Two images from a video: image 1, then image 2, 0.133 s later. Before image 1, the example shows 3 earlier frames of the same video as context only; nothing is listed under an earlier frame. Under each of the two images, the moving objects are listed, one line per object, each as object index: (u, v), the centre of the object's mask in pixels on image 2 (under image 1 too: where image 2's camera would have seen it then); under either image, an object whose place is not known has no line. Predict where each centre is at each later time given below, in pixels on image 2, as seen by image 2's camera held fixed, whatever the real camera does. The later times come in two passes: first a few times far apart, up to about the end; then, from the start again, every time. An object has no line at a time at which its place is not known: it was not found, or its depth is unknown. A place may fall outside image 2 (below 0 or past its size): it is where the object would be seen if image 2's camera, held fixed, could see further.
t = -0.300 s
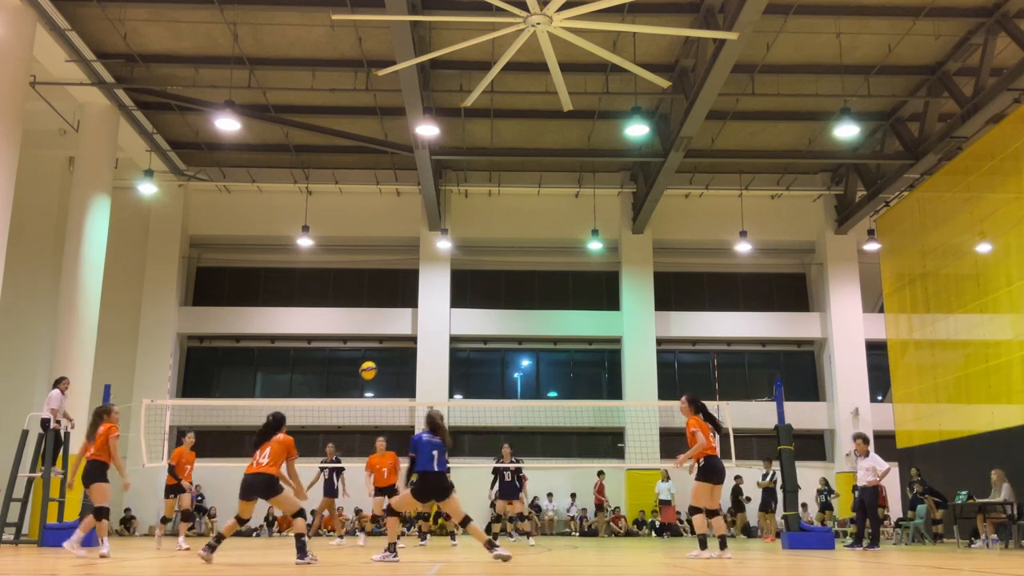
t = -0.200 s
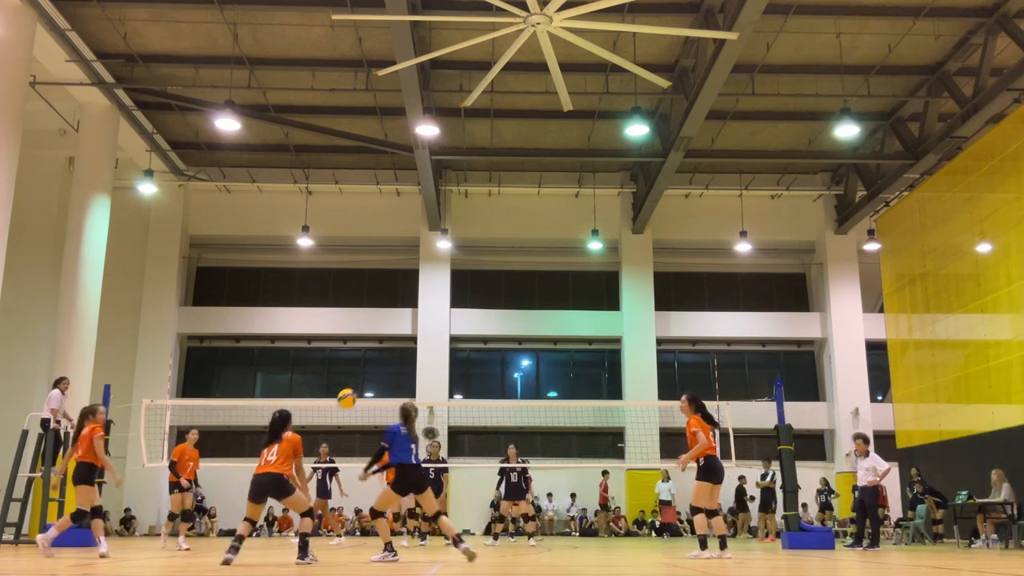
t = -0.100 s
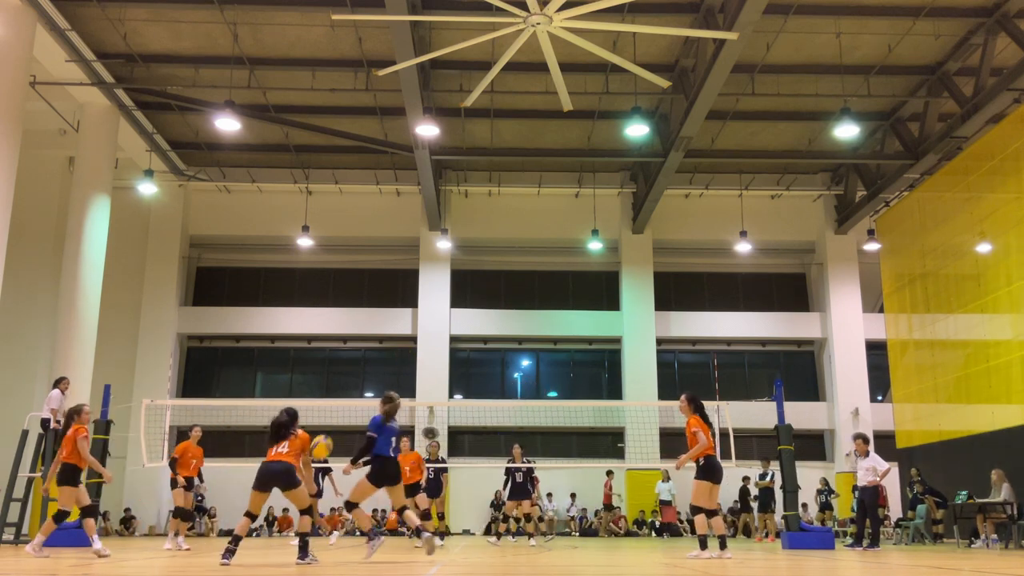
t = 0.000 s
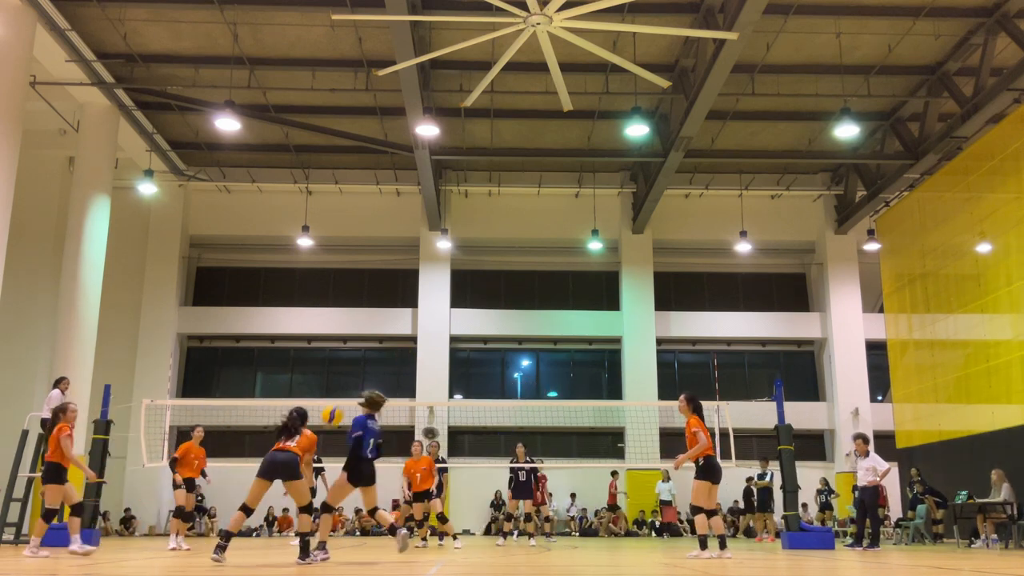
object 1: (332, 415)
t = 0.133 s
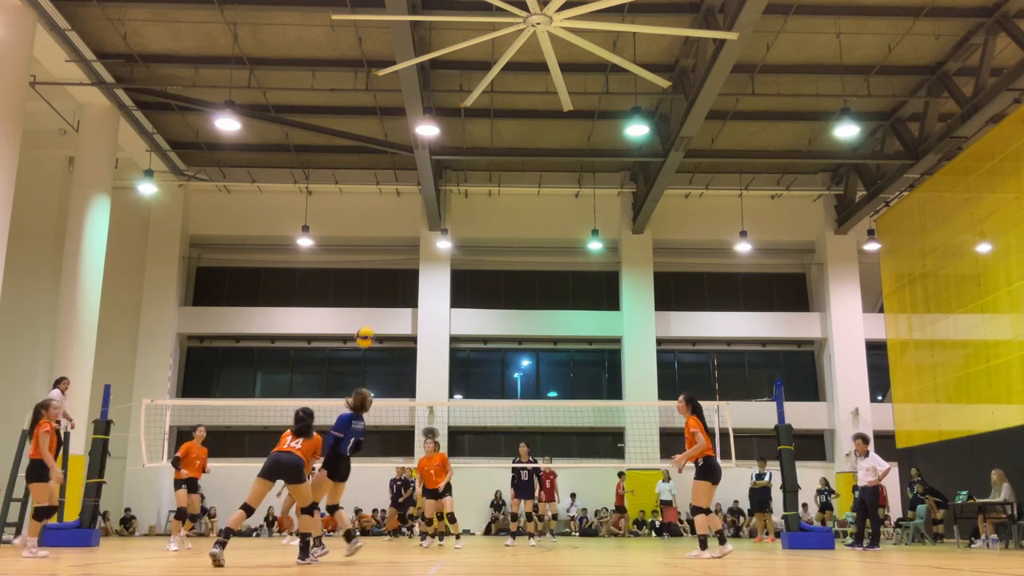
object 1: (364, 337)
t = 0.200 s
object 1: (379, 306)
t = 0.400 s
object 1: (414, 250)
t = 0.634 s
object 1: (447, 229)
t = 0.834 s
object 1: (469, 241)
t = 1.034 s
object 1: (488, 277)
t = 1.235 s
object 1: (505, 334)
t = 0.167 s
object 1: (372, 321)
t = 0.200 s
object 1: (379, 306)
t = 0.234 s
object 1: (386, 294)
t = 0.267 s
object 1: (392, 283)
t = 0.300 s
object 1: (398, 273)
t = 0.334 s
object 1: (403, 264)
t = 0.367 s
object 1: (409, 256)
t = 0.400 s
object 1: (414, 250)
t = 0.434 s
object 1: (419, 244)
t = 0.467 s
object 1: (424, 239)
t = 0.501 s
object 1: (430, 235)
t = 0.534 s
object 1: (434, 233)
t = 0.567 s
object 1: (439, 230)
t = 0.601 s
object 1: (443, 229)
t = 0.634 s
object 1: (447, 229)
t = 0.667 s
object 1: (450, 229)
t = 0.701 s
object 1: (455, 230)
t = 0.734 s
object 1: (458, 232)
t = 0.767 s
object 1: (462, 234)
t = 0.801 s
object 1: (466, 238)
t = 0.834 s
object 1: (469, 241)
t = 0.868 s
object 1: (472, 246)
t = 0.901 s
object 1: (476, 251)
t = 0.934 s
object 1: (479, 257)
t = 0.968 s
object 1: (482, 263)
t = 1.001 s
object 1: (485, 270)
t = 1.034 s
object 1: (488, 277)
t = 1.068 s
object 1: (491, 285)
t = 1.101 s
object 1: (494, 294)
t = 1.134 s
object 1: (496, 302)
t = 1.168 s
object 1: (499, 312)
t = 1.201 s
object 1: (502, 323)
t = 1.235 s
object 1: (505, 334)
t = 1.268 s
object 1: (507, 344)
